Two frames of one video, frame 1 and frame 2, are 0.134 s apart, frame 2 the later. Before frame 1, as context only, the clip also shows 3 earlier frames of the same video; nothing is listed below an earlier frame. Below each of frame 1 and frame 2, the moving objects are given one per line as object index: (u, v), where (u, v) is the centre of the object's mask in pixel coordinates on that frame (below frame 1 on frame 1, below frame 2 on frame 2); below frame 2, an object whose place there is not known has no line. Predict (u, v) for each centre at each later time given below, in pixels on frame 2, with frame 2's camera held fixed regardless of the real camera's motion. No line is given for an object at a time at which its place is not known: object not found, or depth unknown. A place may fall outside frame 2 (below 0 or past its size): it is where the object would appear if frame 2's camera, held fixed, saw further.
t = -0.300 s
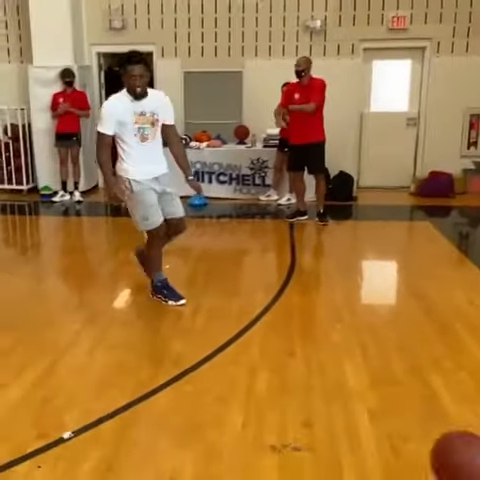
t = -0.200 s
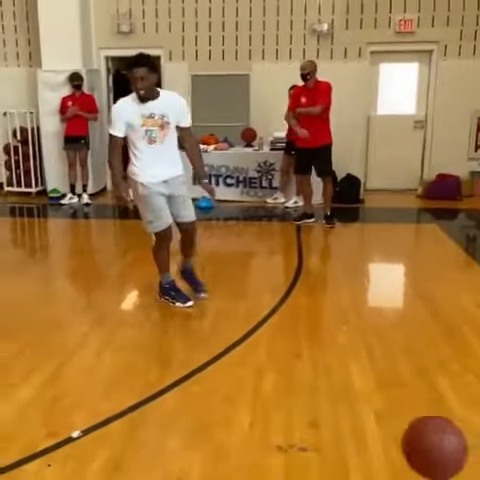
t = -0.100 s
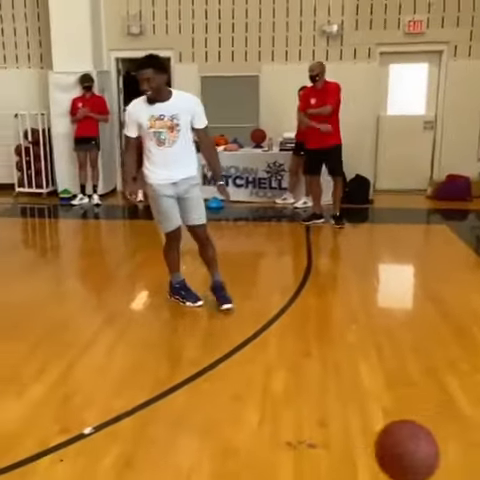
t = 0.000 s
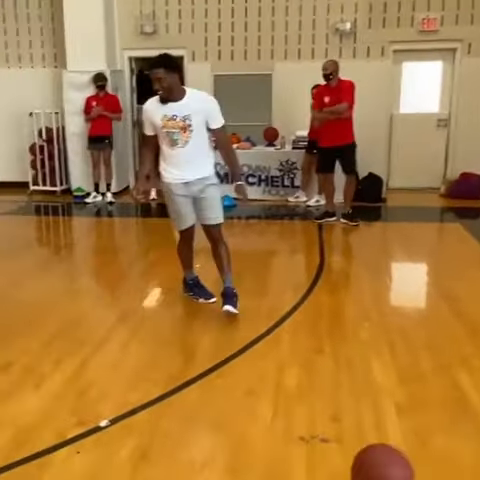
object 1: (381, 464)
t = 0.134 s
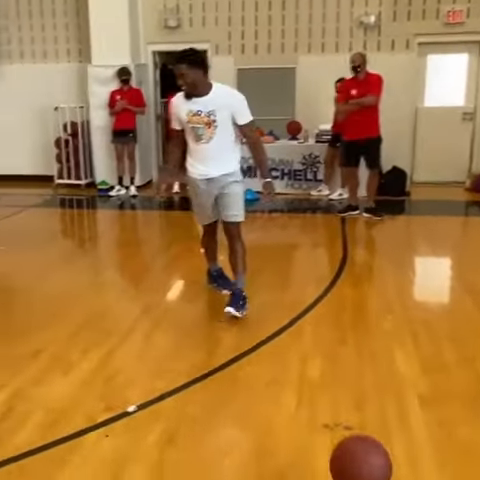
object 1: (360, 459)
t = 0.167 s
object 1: (350, 457)
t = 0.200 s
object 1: (339, 456)
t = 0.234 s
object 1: (328, 454)
